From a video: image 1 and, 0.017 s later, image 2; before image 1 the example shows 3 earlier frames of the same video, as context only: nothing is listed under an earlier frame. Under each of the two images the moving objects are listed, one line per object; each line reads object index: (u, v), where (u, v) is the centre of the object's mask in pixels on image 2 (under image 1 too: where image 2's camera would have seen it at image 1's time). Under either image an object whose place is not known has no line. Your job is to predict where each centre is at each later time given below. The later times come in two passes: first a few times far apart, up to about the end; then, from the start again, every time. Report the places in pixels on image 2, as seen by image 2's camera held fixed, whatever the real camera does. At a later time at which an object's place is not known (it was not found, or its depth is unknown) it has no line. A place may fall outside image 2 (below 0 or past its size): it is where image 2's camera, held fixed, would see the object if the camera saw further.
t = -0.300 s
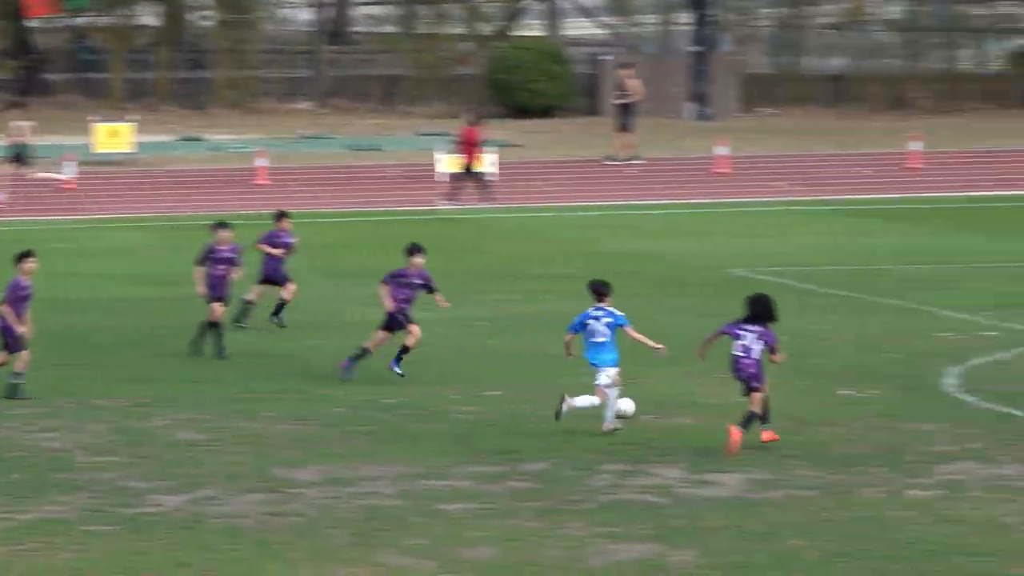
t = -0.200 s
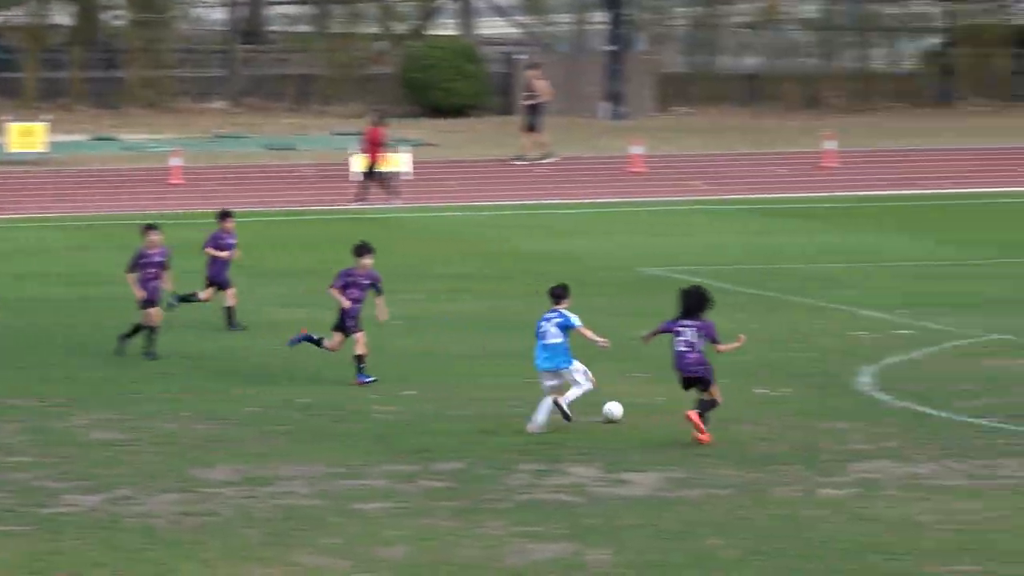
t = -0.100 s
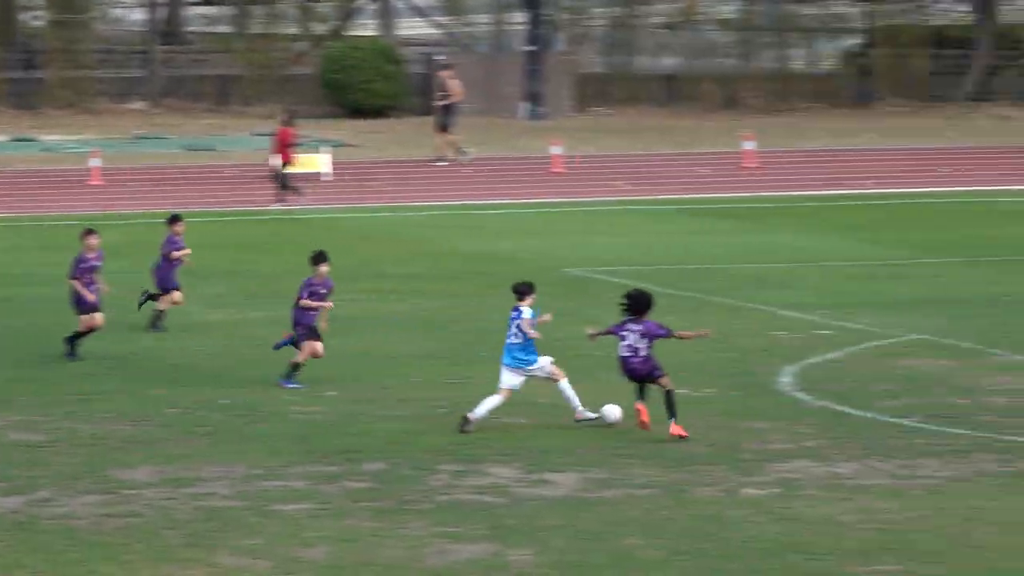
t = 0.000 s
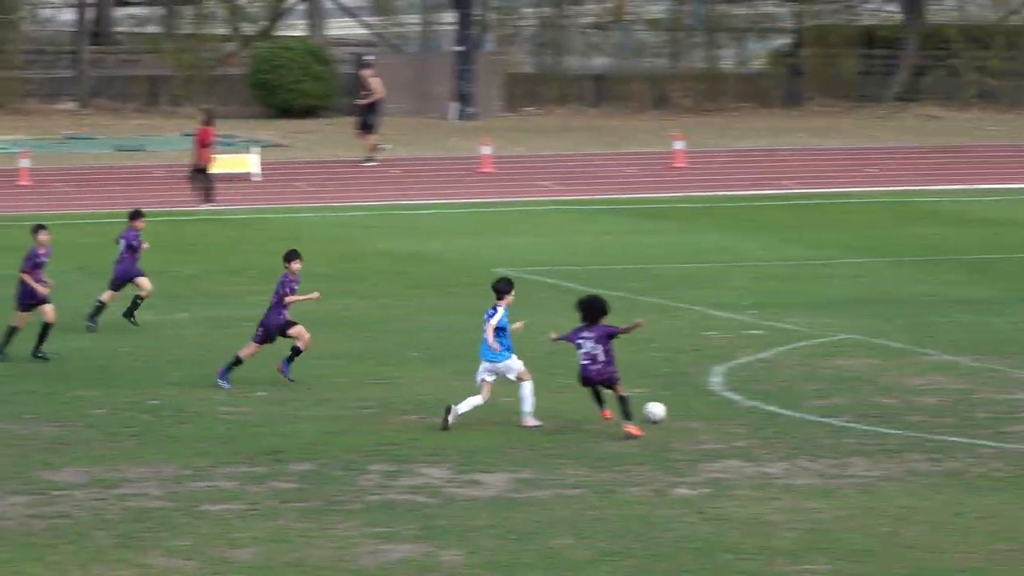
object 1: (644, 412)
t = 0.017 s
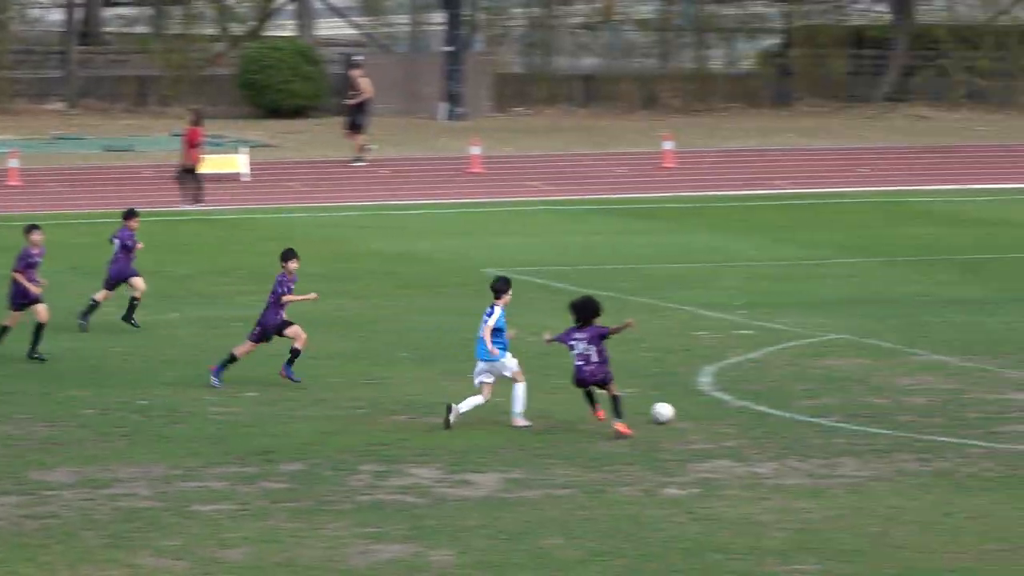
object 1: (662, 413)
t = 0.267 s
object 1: (909, 406)
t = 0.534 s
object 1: (1142, 387)
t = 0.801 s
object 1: (1379, 413)
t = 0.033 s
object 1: (680, 413)
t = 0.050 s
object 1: (698, 412)
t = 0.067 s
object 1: (715, 411)
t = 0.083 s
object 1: (731, 408)
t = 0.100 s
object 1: (748, 406)
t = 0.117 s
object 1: (765, 404)
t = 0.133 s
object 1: (782, 403)
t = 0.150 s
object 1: (797, 403)
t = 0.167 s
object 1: (813, 401)
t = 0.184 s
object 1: (829, 402)
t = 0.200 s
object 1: (845, 402)
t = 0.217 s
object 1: (861, 402)
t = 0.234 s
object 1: (877, 404)
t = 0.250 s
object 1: (893, 404)
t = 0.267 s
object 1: (909, 406)
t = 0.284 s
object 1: (925, 408)
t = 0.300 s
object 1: (941, 410)
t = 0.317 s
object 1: (955, 407)
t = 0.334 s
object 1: (970, 404)
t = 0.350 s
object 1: (984, 400)
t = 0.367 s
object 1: (998, 397)
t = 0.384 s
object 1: (1012, 395)
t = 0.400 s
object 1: (1027, 393)
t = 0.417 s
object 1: (1041, 391)
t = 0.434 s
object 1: (1055, 390)
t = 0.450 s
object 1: (1068, 389)
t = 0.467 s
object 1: (1083, 387)
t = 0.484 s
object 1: (1098, 387)
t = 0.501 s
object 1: (1112, 386)
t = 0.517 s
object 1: (1127, 386)
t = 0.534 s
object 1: (1142, 387)
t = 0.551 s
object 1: (1156, 387)
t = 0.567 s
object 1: (1171, 388)
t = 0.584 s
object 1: (1186, 390)
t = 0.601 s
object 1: (1200, 391)
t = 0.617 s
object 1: (1215, 394)
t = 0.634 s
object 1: (1229, 396)
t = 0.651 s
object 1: (1244, 398)
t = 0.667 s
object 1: (1258, 401)
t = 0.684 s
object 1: (1273, 404)
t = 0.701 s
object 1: (1287, 407)
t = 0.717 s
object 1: (1303, 412)
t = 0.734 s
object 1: (1317, 415)
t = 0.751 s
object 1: (1333, 416)
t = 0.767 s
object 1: (1348, 415)
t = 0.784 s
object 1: (1364, 414)
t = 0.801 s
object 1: (1379, 413)
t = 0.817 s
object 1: (1396, 413)
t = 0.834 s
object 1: (1412, 413)
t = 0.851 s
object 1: (1428, 414)
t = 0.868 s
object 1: (1444, 415)
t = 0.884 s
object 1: (1459, 415)
